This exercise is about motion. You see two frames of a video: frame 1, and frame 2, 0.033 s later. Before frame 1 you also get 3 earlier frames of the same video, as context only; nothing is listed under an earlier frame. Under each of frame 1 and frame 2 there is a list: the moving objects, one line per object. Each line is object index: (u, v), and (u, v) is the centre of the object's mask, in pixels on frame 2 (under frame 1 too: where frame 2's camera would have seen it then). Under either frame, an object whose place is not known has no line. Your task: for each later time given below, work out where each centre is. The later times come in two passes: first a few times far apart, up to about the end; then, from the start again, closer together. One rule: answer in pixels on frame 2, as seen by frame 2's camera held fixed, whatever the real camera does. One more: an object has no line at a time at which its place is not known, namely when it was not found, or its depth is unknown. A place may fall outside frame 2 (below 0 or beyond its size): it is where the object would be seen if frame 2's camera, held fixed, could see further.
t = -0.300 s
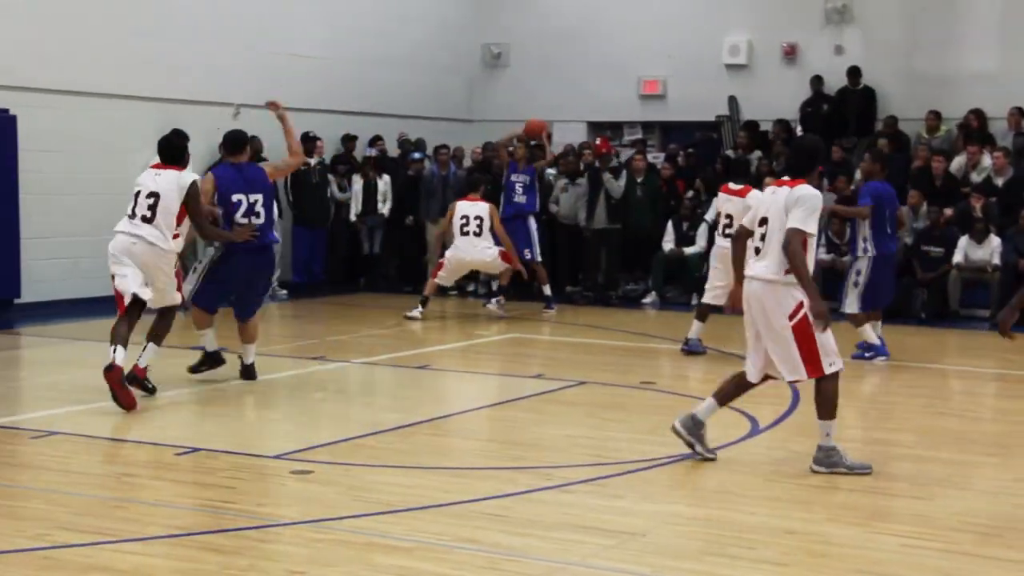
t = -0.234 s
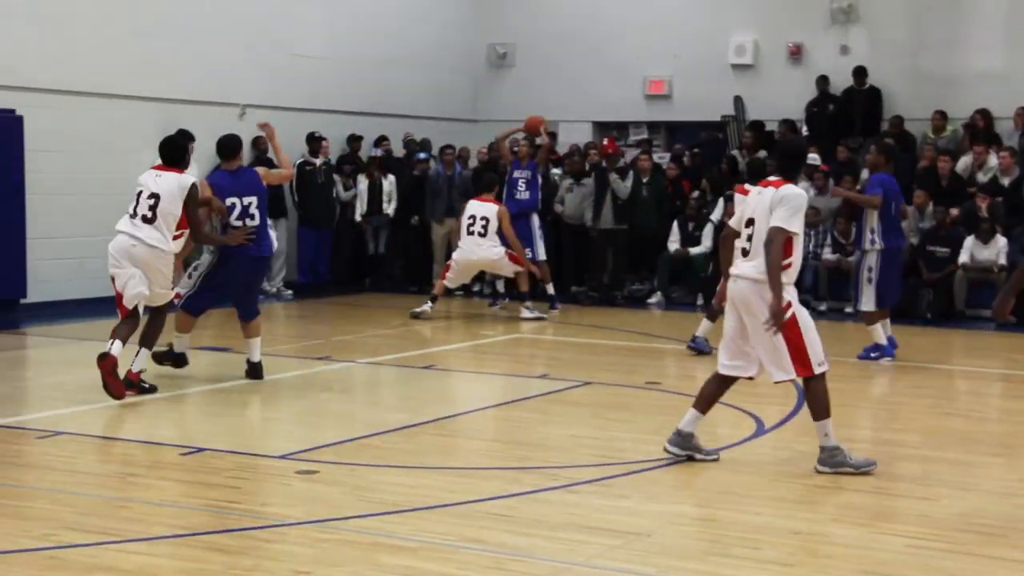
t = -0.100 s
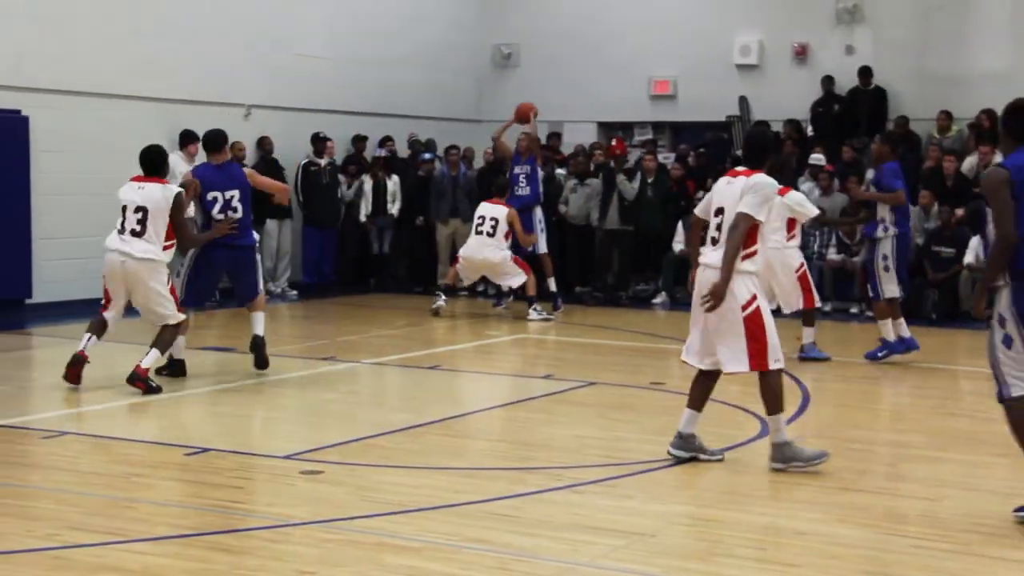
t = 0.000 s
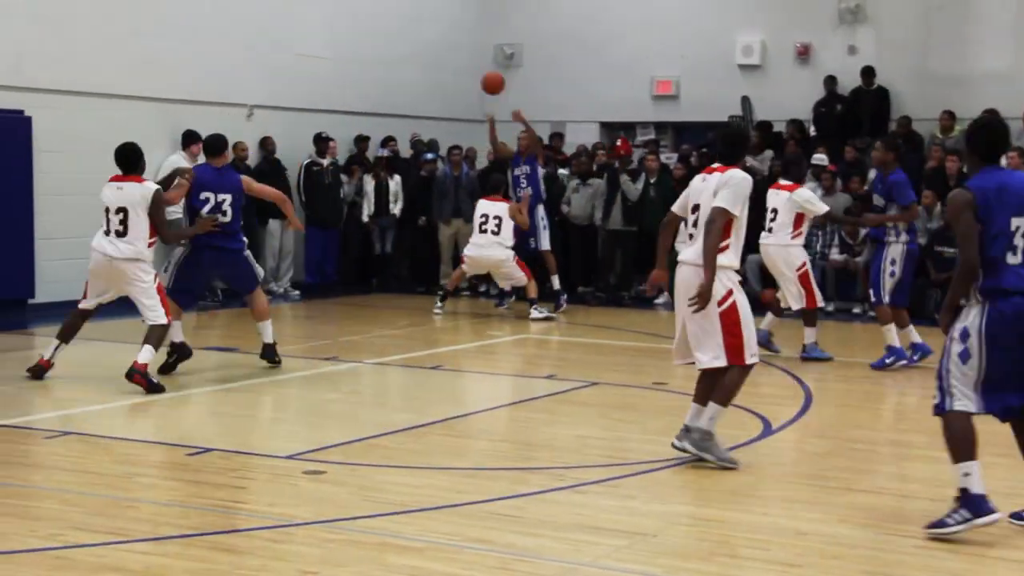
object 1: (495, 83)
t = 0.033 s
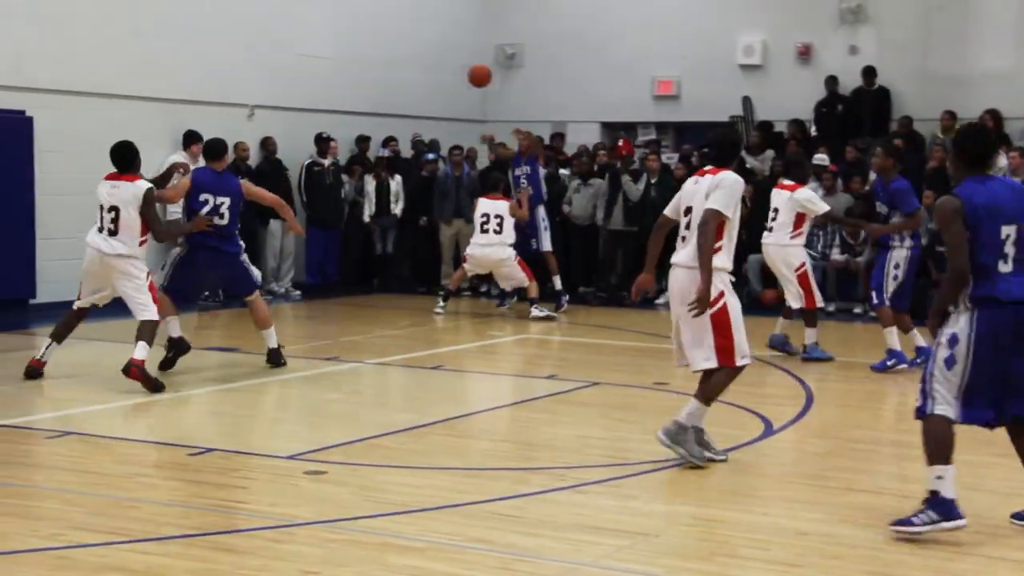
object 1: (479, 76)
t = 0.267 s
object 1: (366, 52)
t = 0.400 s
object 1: (289, 64)
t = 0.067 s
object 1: (464, 69)
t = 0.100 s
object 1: (449, 63)
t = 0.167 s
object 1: (418, 55)
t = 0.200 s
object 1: (402, 53)
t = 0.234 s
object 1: (384, 52)
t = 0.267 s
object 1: (366, 52)
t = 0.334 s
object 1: (329, 55)
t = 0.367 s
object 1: (310, 58)
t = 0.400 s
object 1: (289, 64)
